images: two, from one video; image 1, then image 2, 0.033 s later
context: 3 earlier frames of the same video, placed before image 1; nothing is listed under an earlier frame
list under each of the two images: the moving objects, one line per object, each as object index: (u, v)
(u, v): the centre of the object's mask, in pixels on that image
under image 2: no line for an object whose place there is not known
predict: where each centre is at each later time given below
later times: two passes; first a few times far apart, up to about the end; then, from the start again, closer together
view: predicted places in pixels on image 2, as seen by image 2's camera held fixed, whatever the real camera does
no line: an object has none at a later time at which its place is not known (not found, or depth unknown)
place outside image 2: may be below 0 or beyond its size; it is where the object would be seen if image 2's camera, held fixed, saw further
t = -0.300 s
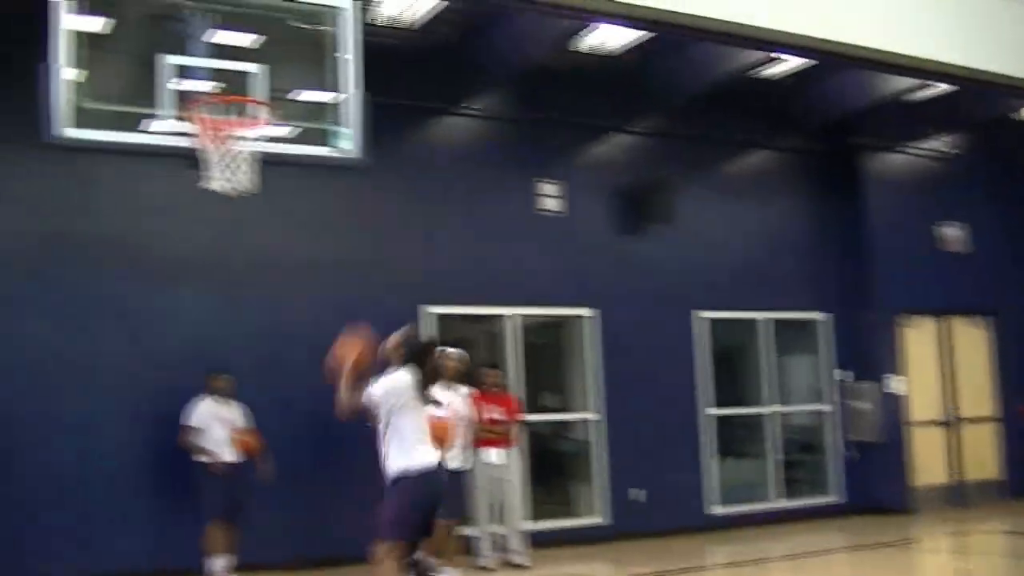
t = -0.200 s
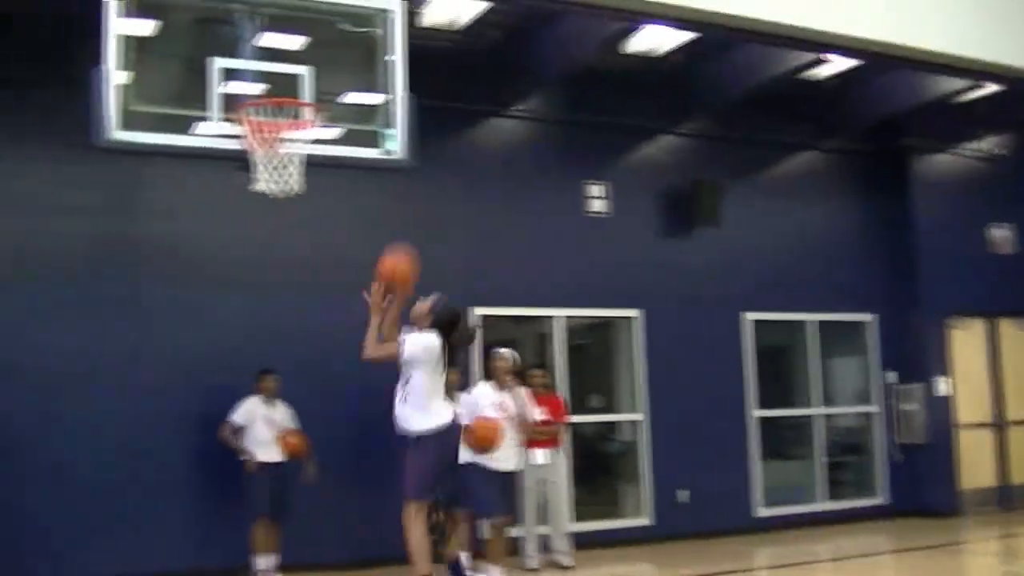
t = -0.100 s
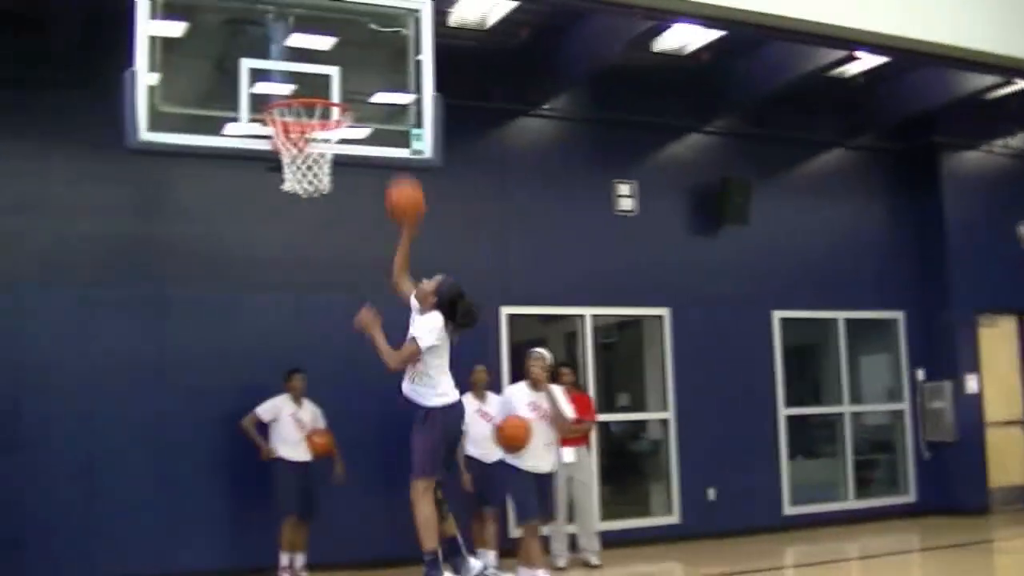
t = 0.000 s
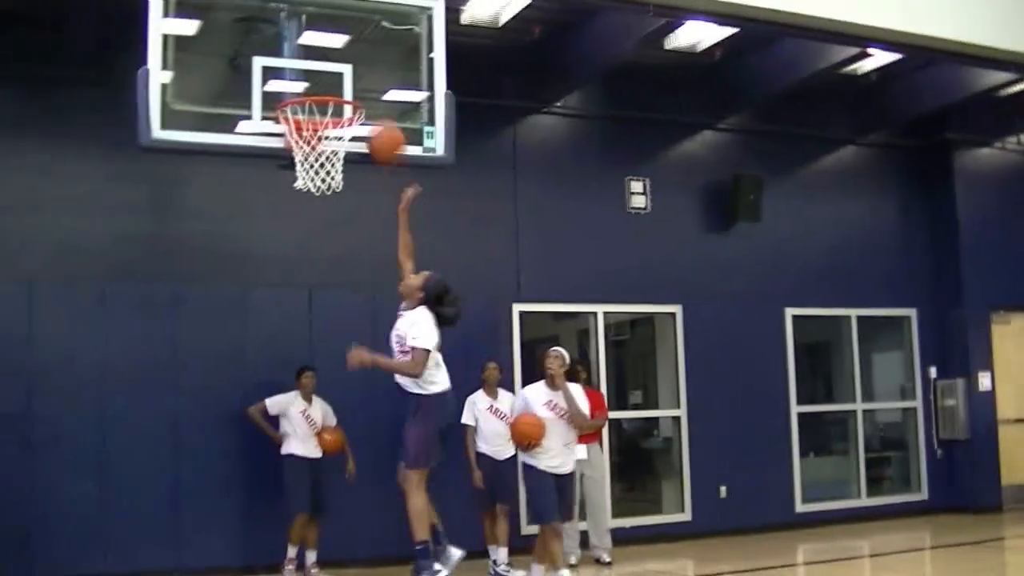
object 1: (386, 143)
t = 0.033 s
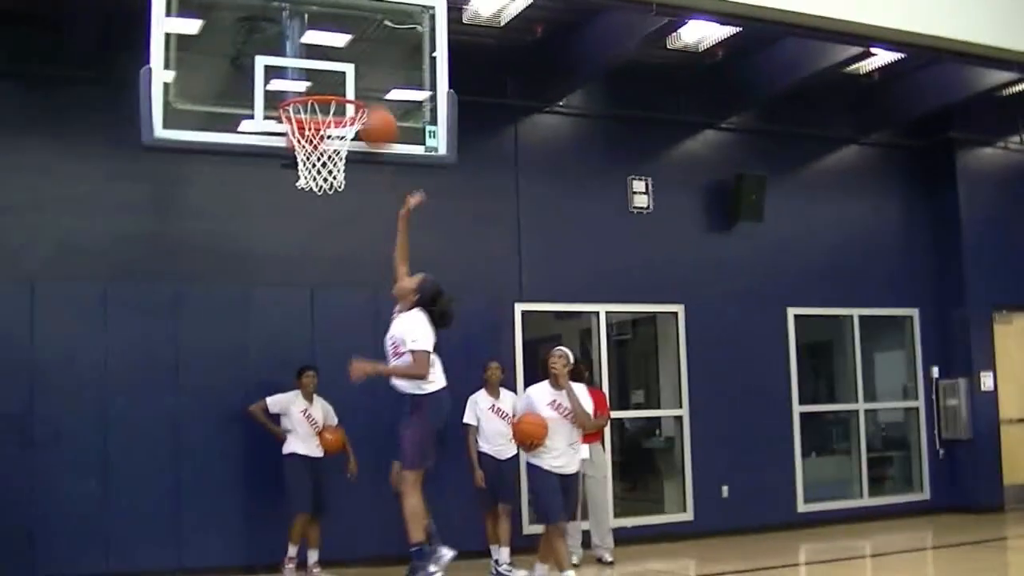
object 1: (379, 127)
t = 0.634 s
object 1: (300, 180)
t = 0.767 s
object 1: (289, 256)
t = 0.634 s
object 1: (300, 180)
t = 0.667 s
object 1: (298, 198)
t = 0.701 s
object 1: (295, 214)
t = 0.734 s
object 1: (292, 235)
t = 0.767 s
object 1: (289, 256)
